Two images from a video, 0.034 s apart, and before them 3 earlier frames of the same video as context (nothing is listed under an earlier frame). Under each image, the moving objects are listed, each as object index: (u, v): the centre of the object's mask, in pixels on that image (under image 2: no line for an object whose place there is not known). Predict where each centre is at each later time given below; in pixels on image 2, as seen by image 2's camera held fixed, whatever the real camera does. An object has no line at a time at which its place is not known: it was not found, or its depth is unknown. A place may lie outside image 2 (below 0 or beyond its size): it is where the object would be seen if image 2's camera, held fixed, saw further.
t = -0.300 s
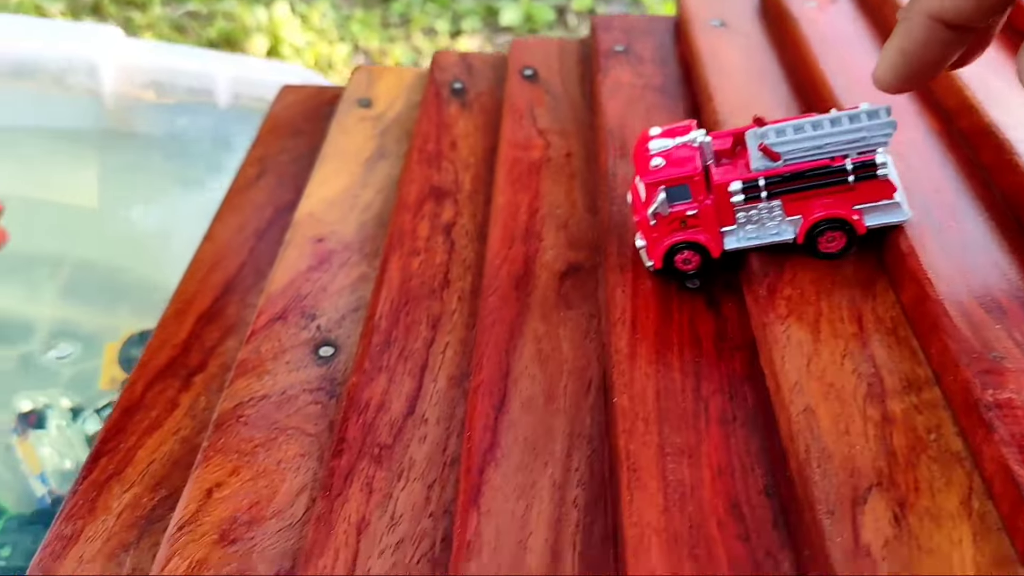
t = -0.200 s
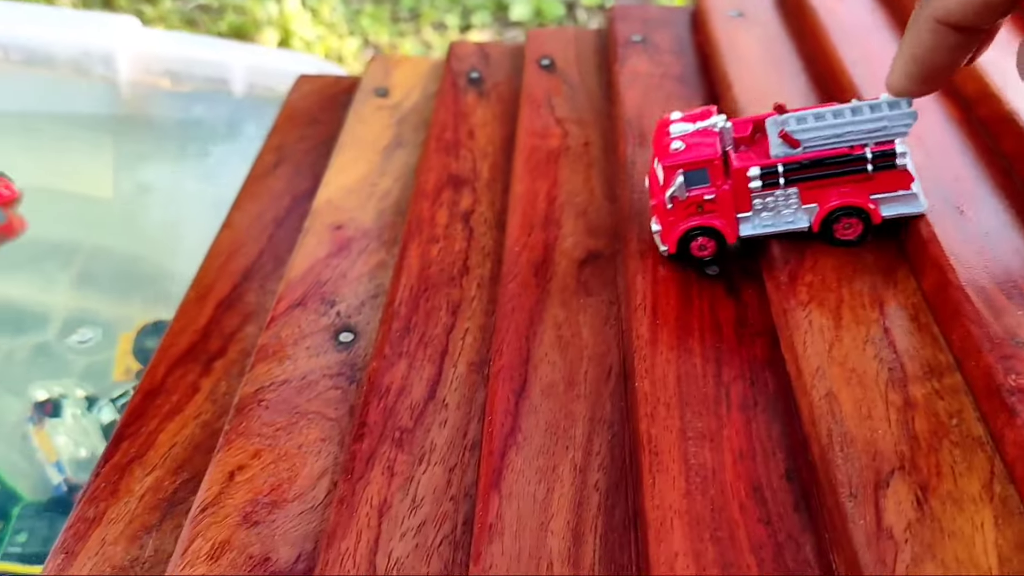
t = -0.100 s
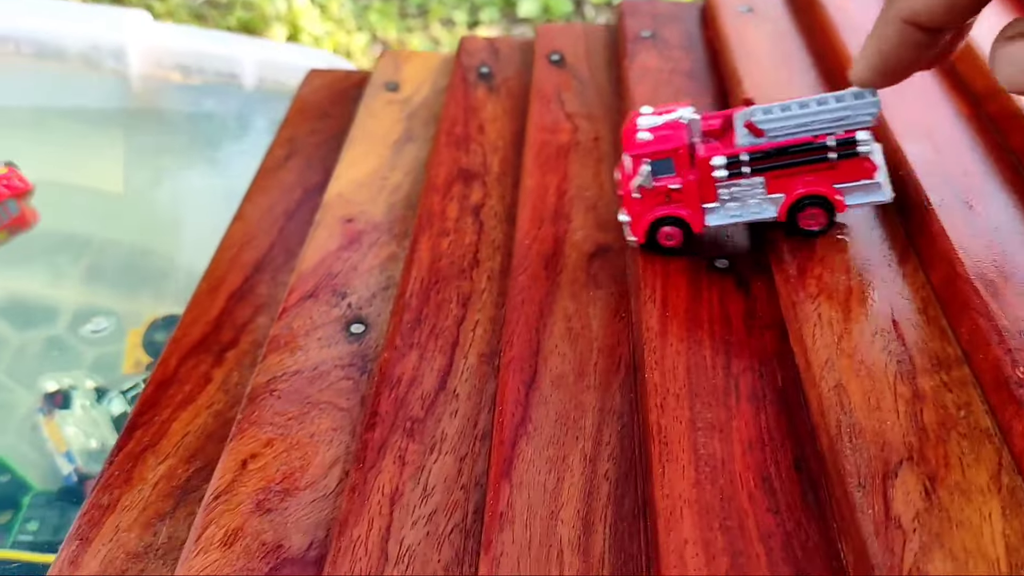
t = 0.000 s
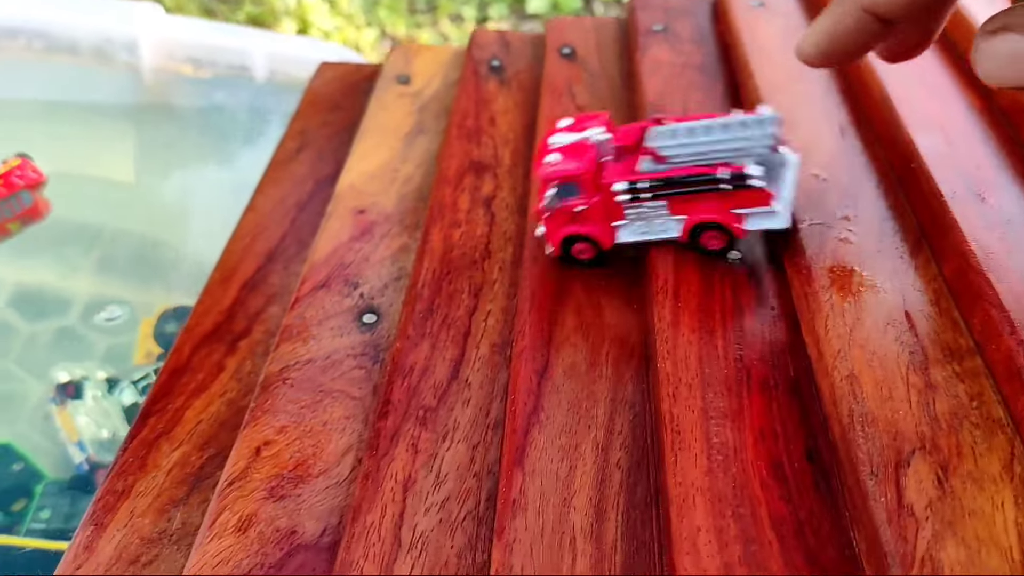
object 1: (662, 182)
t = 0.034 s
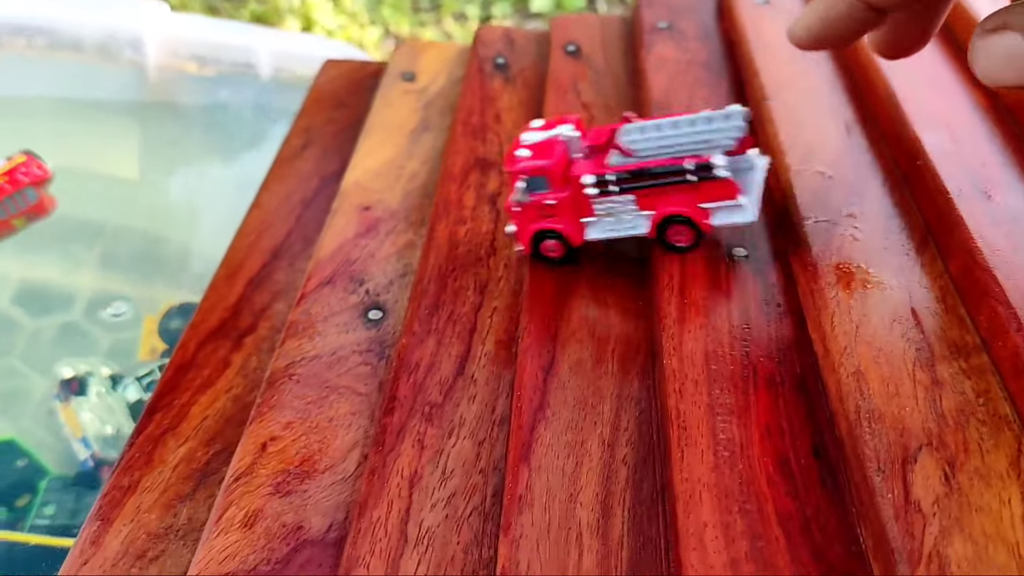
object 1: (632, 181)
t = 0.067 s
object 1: (598, 177)
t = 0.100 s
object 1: (564, 187)
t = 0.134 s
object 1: (532, 190)
